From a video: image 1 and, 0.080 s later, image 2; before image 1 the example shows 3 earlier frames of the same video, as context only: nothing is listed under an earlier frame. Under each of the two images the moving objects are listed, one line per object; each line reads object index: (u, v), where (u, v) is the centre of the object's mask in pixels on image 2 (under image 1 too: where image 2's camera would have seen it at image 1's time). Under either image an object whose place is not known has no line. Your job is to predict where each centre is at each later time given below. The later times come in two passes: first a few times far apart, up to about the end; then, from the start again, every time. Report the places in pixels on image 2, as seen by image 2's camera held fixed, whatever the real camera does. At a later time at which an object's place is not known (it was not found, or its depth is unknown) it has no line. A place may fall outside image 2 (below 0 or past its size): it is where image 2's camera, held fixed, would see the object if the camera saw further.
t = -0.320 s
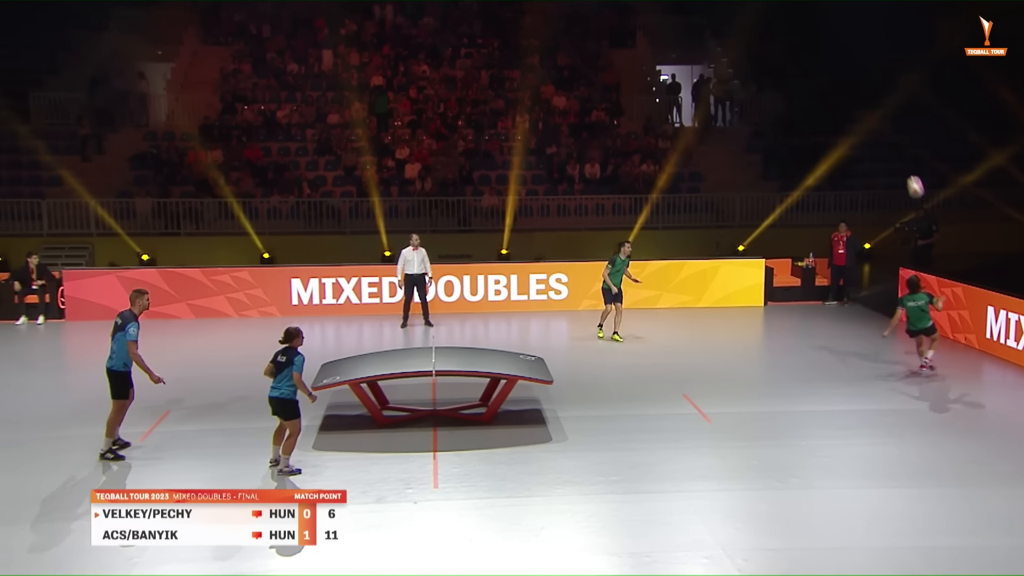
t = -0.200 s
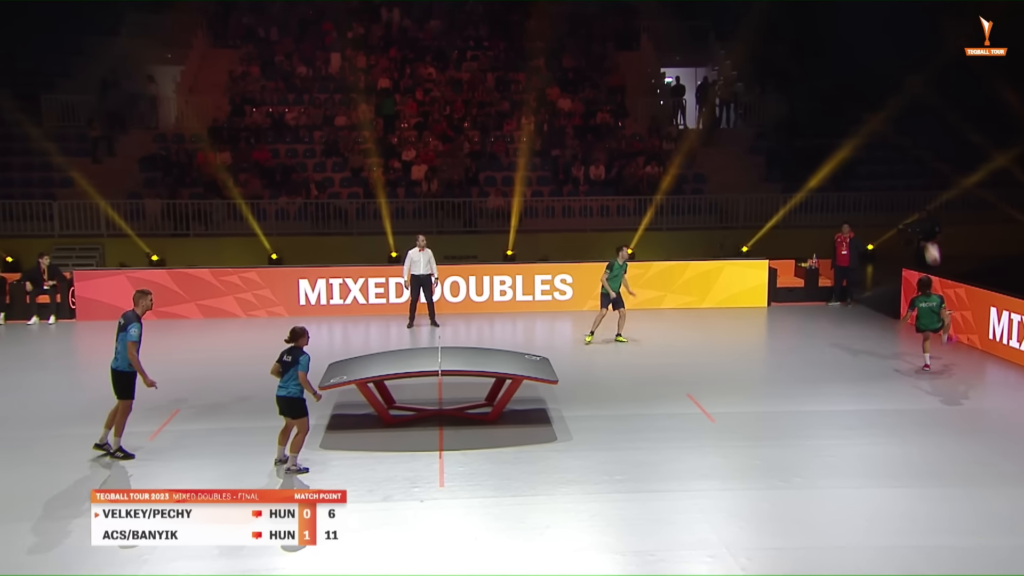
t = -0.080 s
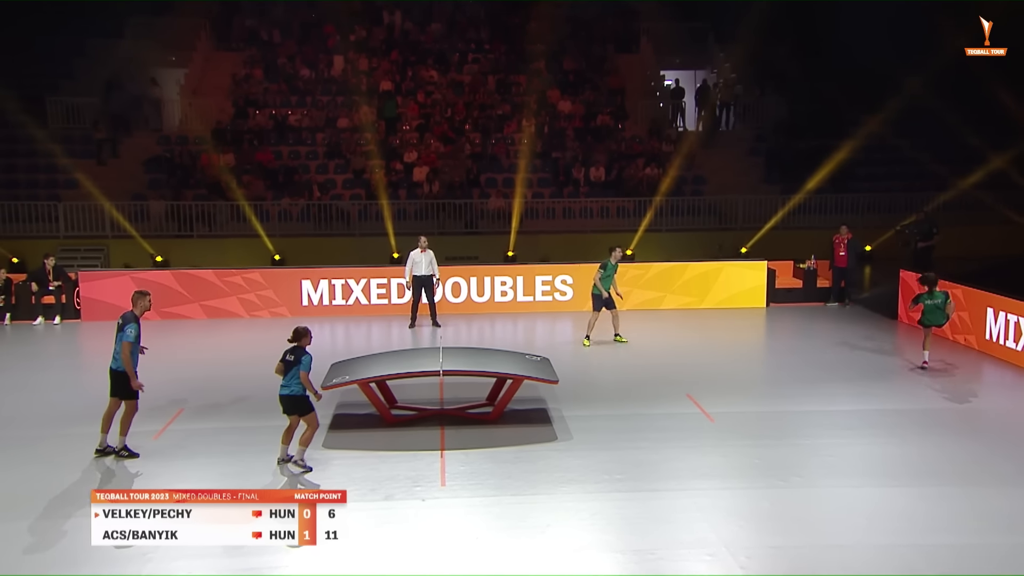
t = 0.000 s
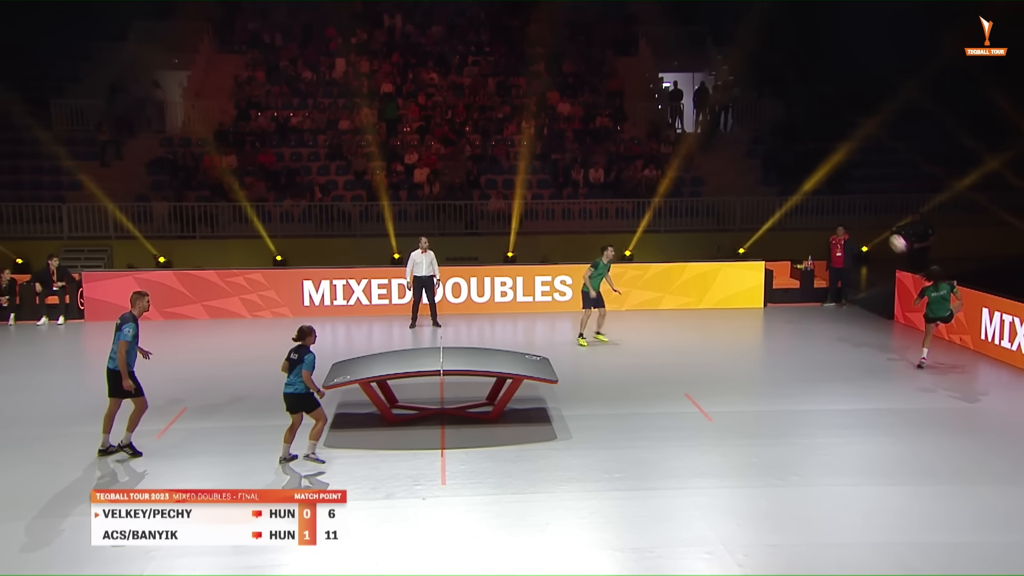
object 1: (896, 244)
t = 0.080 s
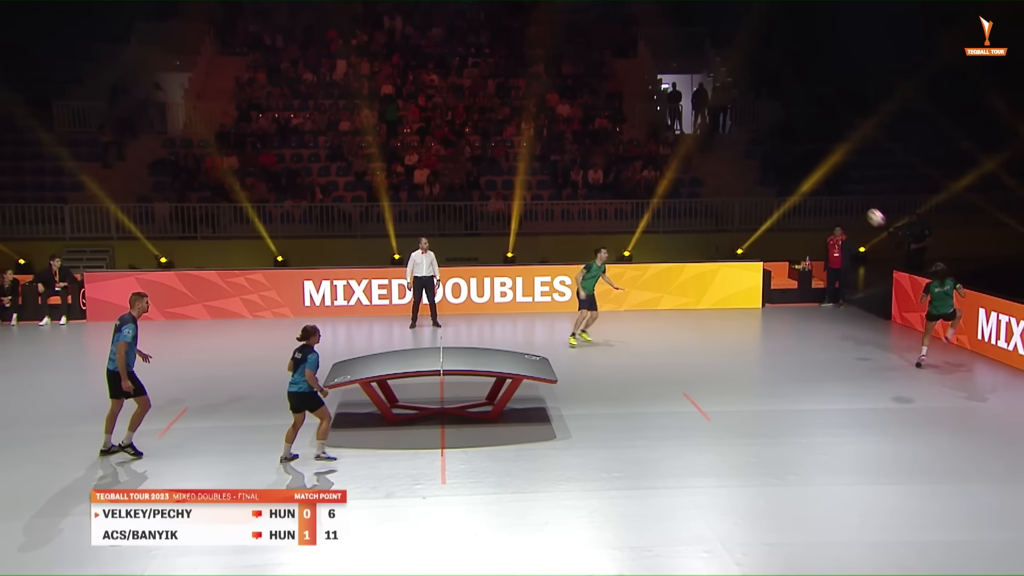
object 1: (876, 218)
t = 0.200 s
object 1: (844, 186)
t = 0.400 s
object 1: (795, 152)
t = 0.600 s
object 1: (746, 145)
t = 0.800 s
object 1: (701, 159)
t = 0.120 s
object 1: (865, 206)
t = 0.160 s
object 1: (855, 195)
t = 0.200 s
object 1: (844, 186)
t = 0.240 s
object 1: (834, 177)
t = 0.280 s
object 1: (824, 169)
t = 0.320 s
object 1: (814, 163)
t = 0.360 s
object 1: (805, 157)
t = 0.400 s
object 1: (795, 152)
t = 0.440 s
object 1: (786, 149)
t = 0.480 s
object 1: (776, 146)
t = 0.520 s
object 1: (766, 145)
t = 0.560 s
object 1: (756, 144)
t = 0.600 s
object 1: (746, 145)
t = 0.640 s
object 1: (737, 145)
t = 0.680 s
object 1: (727, 148)
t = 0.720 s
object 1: (719, 151)
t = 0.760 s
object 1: (709, 155)
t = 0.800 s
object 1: (701, 159)
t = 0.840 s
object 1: (692, 165)
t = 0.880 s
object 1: (683, 172)
